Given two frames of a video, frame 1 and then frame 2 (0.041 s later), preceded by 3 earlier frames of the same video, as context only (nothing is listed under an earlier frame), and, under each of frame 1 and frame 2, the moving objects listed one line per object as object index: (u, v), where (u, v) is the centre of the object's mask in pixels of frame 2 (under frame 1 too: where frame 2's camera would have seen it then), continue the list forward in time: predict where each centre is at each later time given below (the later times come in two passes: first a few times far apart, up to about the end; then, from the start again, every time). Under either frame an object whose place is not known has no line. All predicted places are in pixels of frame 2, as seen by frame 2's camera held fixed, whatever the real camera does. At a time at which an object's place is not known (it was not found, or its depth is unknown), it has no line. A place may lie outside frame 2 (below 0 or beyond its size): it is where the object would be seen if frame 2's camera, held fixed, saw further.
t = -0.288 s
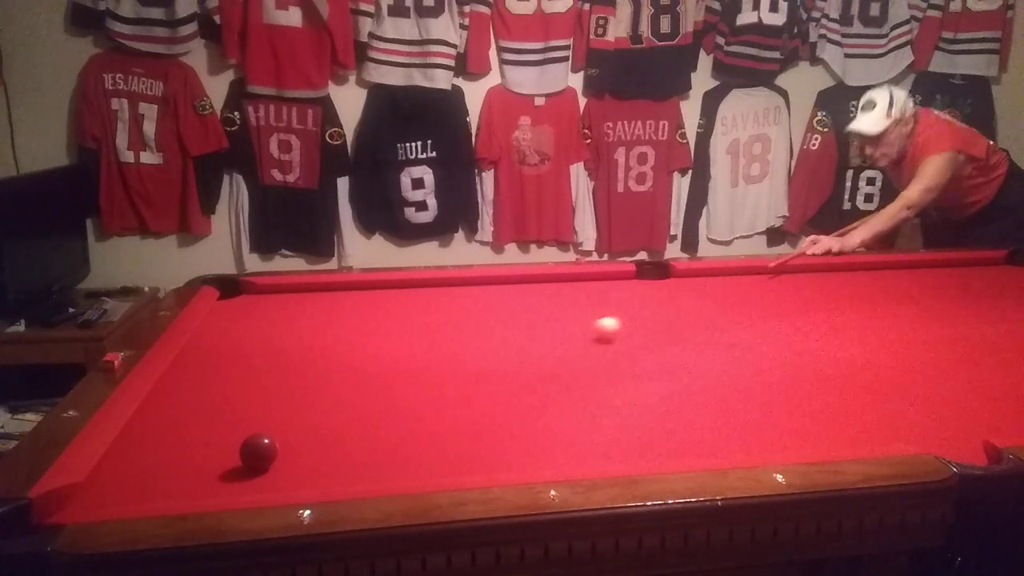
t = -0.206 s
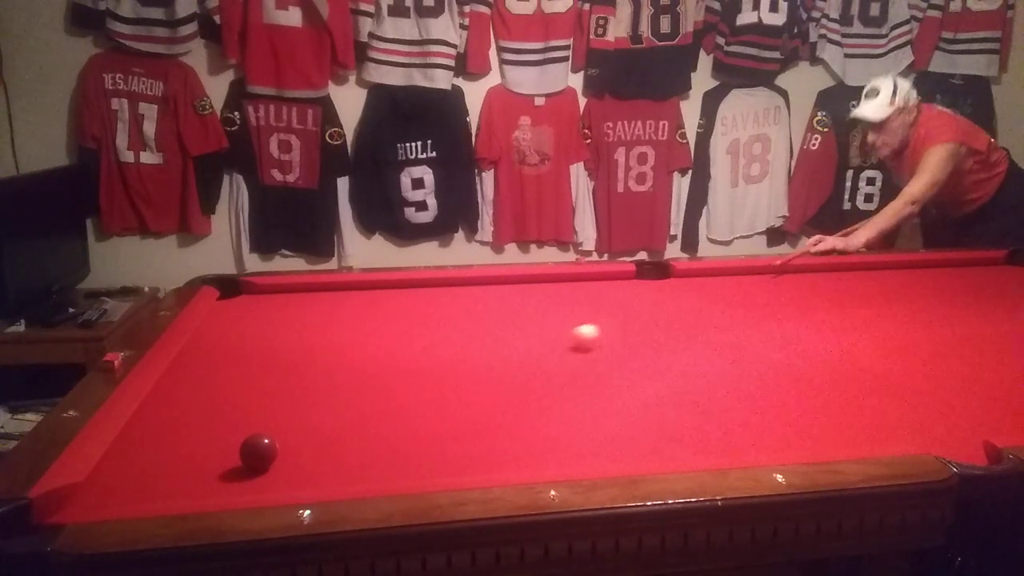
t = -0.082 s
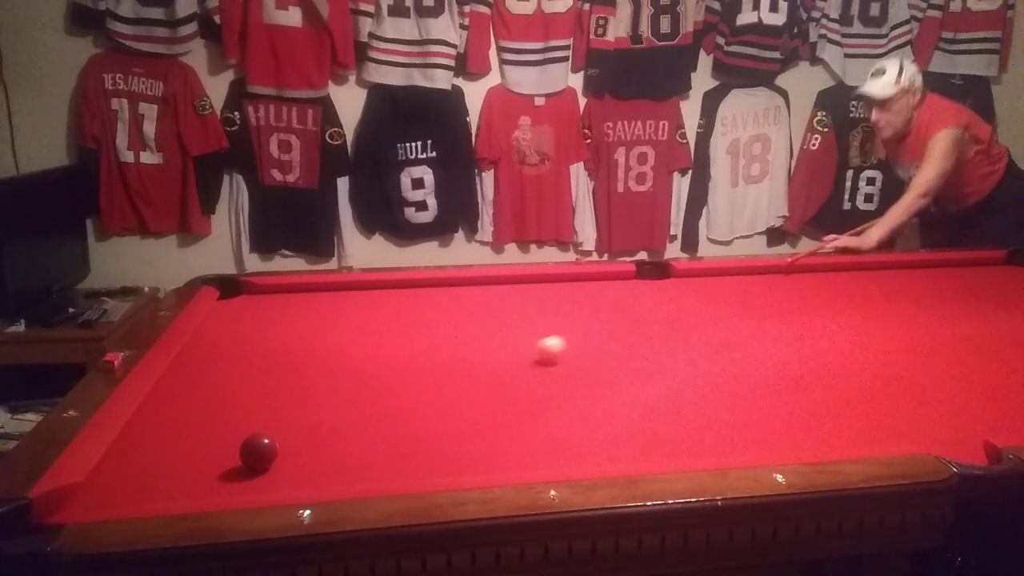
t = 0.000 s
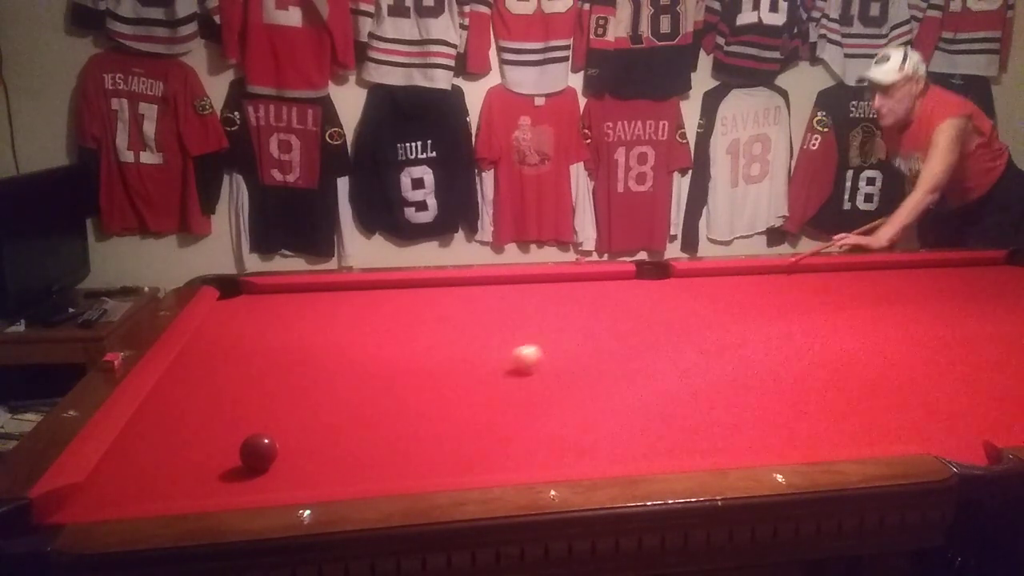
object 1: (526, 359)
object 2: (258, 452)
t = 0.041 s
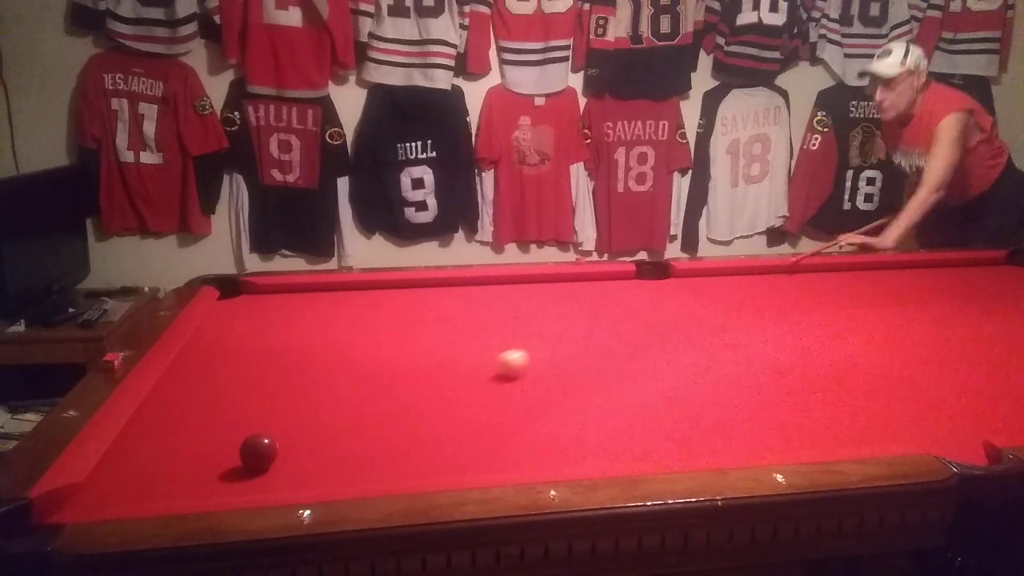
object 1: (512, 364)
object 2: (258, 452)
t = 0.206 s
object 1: (456, 385)
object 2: (258, 452)
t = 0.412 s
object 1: (372, 416)
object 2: (258, 452)
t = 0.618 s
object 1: (297, 449)
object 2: (227, 458)
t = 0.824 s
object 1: (278, 470)
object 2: (134, 481)
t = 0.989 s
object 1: (261, 482)
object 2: (97, 494)
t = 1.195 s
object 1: (252, 478)
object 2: (85, 504)
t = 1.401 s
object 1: (248, 469)
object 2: (67, 509)
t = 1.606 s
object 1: (246, 459)
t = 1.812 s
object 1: (243, 451)
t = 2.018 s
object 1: (240, 443)
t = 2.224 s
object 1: (238, 437)
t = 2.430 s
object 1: (236, 431)
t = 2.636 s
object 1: (234, 427)
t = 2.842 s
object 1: (234, 422)
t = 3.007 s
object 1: (234, 420)
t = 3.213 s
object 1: (234, 418)
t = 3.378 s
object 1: (234, 416)
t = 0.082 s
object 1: (499, 369)
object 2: (258, 452)
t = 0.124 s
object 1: (486, 373)
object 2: (258, 452)
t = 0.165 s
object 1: (471, 379)
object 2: (258, 452)
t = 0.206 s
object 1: (456, 385)
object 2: (258, 452)
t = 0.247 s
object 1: (440, 390)
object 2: (258, 452)
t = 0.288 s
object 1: (424, 397)
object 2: (258, 452)
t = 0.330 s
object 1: (407, 403)
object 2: (258, 452)
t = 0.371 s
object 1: (389, 409)
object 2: (258, 452)
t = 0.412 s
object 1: (372, 416)
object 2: (258, 452)
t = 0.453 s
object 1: (353, 423)
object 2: (258, 452)
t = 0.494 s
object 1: (332, 430)
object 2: (258, 452)
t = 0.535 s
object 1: (311, 439)
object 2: (258, 453)
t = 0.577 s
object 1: (297, 445)
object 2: (248, 455)
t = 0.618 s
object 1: (297, 449)
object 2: (227, 458)
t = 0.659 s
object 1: (294, 453)
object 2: (208, 460)
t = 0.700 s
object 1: (290, 457)
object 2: (189, 463)
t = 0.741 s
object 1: (286, 461)
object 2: (170, 468)
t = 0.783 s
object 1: (281, 466)
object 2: (153, 472)
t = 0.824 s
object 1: (278, 470)
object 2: (134, 481)
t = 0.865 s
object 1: (273, 474)
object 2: (117, 484)
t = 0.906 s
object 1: (269, 476)
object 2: (98, 489)
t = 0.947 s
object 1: (264, 479)
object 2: (97, 492)
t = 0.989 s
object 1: (261, 482)
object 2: (97, 494)
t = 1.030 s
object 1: (258, 483)
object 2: (96, 497)
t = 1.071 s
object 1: (257, 482)
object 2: (94, 499)
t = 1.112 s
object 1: (255, 481)
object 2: (91, 502)
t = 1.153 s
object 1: (254, 479)
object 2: (89, 503)
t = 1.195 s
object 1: (252, 478)
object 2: (85, 504)
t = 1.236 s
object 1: (251, 477)
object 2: (82, 504)
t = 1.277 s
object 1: (251, 476)
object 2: (78, 504)
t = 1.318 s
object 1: (250, 474)
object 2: (75, 505)
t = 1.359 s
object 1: (249, 472)
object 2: (72, 507)
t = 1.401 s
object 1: (248, 469)
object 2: (67, 509)
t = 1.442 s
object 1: (248, 467)
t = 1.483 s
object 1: (247, 465)
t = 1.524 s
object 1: (247, 463)
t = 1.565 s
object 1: (246, 461)
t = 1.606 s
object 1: (246, 459)
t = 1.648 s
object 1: (245, 458)
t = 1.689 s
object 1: (245, 455)
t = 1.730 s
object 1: (244, 454)
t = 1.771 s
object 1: (244, 453)
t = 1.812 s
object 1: (243, 451)
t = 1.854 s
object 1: (242, 450)
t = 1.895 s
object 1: (242, 448)
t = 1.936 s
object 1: (241, 446)
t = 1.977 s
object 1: (241, 445)
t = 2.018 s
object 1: (240, 443)
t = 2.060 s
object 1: (240, 442)
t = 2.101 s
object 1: (239, 441)
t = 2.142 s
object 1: (239, 439)
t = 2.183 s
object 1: (239, 438)
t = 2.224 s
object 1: (238, 437)
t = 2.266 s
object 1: (237, 436)
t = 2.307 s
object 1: (237, 435)
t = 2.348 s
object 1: (236, 433)
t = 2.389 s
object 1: (237, 432)
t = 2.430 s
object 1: (236, 431)
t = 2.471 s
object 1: (236, 431)
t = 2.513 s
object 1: (235, 430)
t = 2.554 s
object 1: (235, 429)
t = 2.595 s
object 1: (234, 428)
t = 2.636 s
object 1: (234, 427)
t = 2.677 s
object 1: (234, 426)
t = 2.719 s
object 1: (234, 425)
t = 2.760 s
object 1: (234, 424)
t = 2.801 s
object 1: (233, 424)
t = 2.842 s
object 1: (234, 422)
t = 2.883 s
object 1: (233, 423)
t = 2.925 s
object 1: (234, 421)
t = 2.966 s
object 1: (234, 421)
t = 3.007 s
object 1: (234, 420)
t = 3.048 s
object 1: (234, 420)
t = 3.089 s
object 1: (234, 419)
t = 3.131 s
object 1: (234, 418)
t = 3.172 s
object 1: (234, 418)
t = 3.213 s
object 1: (234, 418)
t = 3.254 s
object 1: (234, 417)
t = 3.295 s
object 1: (234, 417)
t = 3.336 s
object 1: (234, 416)
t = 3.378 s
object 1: (234, 416)
